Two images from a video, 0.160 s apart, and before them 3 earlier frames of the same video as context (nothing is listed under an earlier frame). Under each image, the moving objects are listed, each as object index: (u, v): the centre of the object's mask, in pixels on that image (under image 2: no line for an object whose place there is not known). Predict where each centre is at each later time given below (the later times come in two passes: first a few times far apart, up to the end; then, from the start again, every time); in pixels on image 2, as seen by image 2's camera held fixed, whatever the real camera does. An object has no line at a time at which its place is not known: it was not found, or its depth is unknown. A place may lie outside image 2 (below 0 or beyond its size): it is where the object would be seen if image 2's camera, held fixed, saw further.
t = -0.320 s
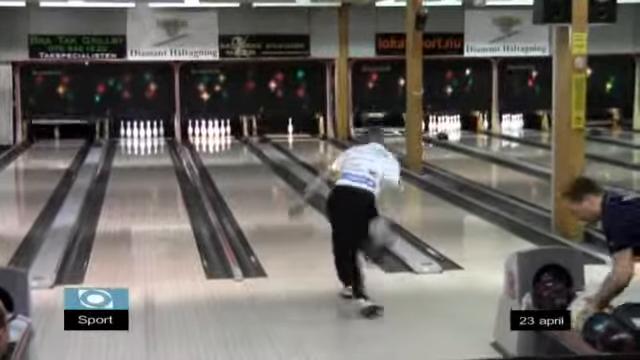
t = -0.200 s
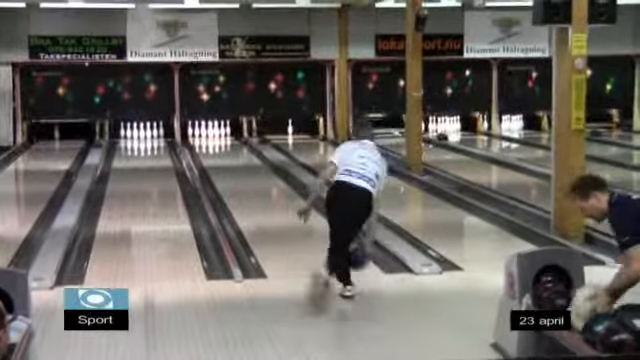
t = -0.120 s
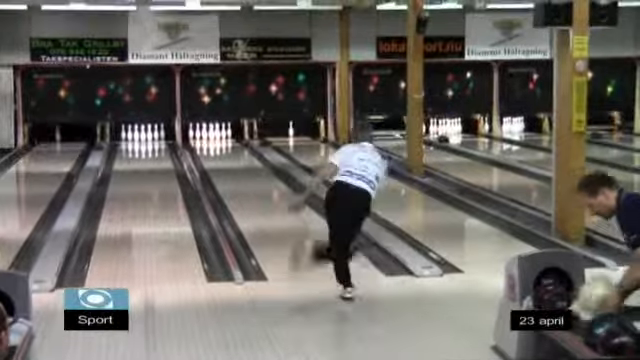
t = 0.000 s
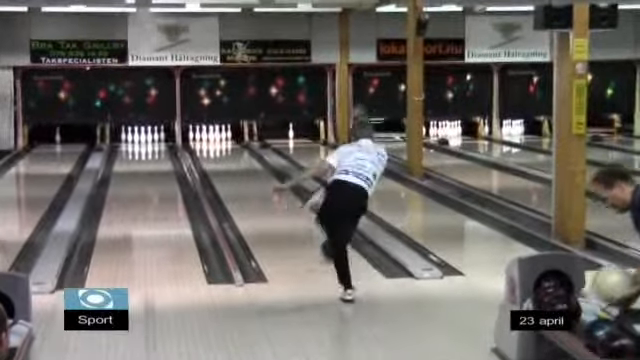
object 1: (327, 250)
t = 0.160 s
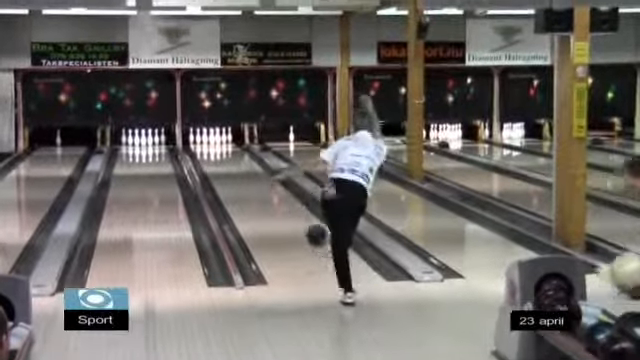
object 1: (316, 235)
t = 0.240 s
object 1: (310, 225)
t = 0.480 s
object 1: (293, 206)
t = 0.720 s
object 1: (278, 191)
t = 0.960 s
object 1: (268, 179)
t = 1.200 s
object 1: (258, 169)
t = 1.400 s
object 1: (250, 161)
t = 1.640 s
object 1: (242, 156)
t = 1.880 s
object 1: (235, 149)
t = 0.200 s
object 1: (313, 228)
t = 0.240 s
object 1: (310, 225)
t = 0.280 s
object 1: (305, 222)
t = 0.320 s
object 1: (303, 218)
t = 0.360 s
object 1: (300, 215)
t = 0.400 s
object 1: (298, 211)
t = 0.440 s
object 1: (295, 209)
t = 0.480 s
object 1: (293, 206)
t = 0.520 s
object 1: (290, 203)
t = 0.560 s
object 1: (288, 200)
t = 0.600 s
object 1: (285, 197)
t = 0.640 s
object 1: (283, 195)
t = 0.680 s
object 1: (280, 193)
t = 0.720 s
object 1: (278, 191)
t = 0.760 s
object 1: (276, 188)
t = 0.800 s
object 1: (274, 186)
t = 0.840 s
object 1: (272, 184)
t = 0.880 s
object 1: (270, 183)
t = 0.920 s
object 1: (268, 180)
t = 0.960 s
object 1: (268, 179)
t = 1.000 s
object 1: (266, 178)
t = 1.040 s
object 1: (264, 177)
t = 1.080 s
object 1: (262, 173)
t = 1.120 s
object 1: (261, 172)
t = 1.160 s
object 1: (259, 170)
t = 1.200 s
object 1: (258, 169)
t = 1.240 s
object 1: (256, 167)
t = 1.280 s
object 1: (255, 166)
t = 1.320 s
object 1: (253, 164)
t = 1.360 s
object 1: (252, 163)
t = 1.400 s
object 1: (250, 161)
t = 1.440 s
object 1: (249, 160)
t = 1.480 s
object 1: (247, 159)
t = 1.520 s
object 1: (246, 157)
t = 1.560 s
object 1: (244, 157)
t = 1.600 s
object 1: (242, 156)
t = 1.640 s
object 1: (242, 156)
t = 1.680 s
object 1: (241, 155)
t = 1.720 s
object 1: (239, 153)
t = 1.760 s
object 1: (239, 152)
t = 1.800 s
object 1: (239, 151)
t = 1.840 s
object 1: (237, 150)
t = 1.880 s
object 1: (235, 149)
